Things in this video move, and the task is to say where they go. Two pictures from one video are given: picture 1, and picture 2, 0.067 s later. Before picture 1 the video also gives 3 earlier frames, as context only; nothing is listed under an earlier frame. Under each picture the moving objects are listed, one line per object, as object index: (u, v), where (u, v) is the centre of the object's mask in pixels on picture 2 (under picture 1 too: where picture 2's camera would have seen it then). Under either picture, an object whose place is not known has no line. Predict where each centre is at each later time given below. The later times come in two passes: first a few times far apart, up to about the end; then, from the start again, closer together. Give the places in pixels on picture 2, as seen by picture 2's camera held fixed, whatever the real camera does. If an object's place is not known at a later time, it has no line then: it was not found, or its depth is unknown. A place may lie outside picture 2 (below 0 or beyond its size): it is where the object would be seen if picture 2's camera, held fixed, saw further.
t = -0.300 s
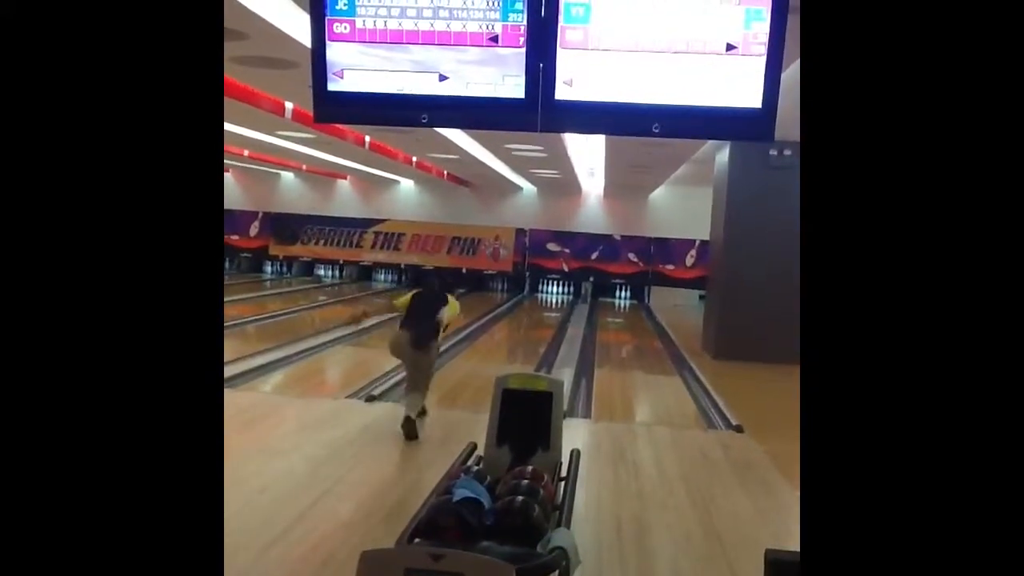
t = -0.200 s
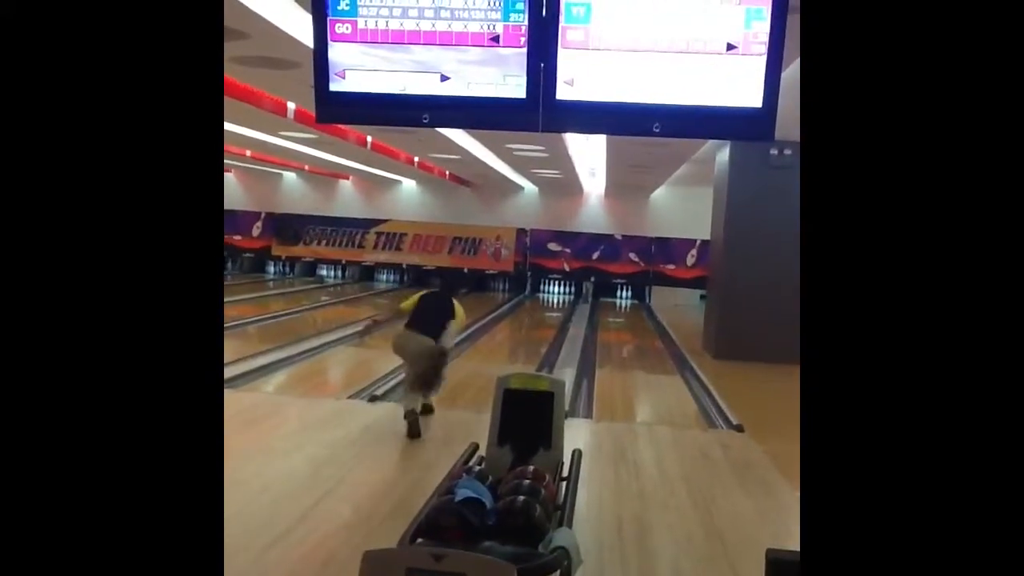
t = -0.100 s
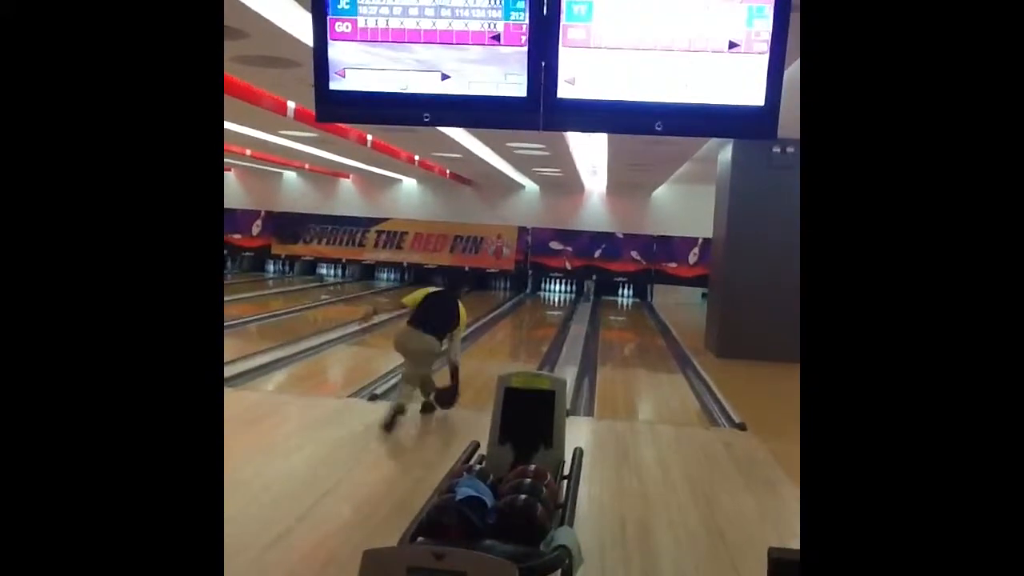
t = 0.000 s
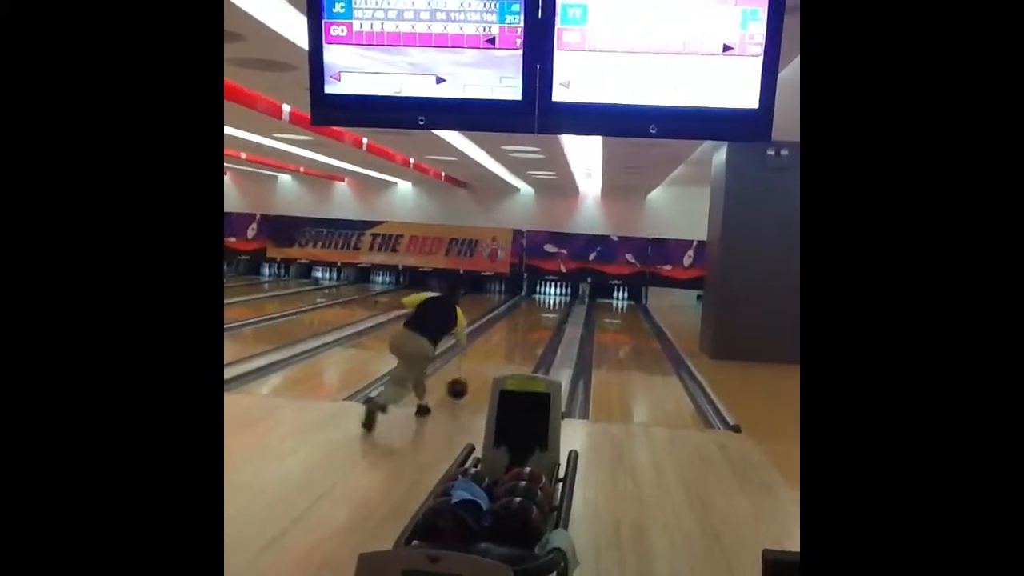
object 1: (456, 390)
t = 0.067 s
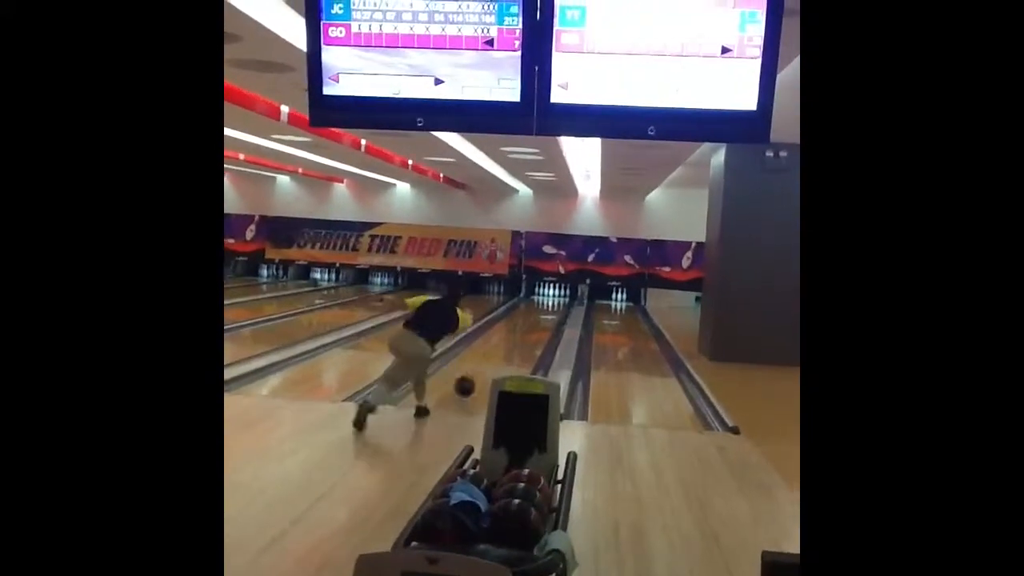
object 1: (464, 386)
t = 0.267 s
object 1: (487, 367)
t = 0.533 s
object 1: (508, 349)
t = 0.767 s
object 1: (521, 338)
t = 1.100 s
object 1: (533, 325)
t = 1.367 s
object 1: (542, 317)
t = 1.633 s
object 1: (548, 311)
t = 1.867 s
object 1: (552, 305)
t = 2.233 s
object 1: (554, 299)
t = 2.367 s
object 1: (554, 297)
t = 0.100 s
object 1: (468, 382)
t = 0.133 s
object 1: (472, 379)
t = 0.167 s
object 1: (476, 376)
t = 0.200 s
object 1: (480, 372)
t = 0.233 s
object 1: (484, 370)
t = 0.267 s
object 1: (487, 367)
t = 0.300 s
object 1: (490, 365)
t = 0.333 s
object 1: (493, 361)
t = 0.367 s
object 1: (496, 359)
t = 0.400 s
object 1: (499, 357)
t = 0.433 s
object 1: (501, 355)
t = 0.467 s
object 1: (504, 353)
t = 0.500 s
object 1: (506, 351)
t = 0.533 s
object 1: (508, 349)
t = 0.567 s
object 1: (509, 347)
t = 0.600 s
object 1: (512, 345)
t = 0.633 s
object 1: (514, 344)
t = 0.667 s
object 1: (517, 342)
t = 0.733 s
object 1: (520, 338)
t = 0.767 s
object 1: (521, 338)
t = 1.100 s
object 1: (533, 325)
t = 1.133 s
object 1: (536, 324)
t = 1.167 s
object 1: (536, 324)
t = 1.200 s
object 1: (537, 322)
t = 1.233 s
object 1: (539, 320)
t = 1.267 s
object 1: (541, 318)
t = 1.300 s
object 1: (541, 318)
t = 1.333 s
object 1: (543, 317)
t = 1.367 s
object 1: (542, 317)
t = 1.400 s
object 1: (543, 316)
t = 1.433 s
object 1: (545, 315)
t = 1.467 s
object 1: (545, 313)
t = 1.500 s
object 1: (546, 313)
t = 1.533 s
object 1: (546, 312)
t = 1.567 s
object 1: (546, 312)
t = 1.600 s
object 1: (548, 311)
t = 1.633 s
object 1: (548, 311)
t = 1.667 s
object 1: (550, 310)
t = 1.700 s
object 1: (550, 309)
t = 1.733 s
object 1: (551, 309)
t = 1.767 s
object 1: (551, 308)
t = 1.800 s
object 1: (551, 307)
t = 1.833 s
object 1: (552, 305)
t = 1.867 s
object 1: (552, 305)
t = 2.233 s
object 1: (554, 299)
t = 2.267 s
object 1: (556, 301)
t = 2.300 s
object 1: (555, 298)
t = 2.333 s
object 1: (554, 299)
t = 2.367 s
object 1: (554, 297)
